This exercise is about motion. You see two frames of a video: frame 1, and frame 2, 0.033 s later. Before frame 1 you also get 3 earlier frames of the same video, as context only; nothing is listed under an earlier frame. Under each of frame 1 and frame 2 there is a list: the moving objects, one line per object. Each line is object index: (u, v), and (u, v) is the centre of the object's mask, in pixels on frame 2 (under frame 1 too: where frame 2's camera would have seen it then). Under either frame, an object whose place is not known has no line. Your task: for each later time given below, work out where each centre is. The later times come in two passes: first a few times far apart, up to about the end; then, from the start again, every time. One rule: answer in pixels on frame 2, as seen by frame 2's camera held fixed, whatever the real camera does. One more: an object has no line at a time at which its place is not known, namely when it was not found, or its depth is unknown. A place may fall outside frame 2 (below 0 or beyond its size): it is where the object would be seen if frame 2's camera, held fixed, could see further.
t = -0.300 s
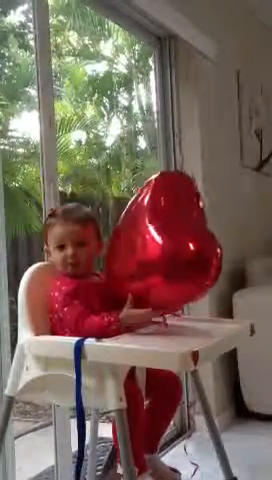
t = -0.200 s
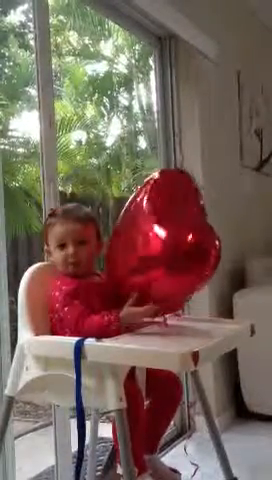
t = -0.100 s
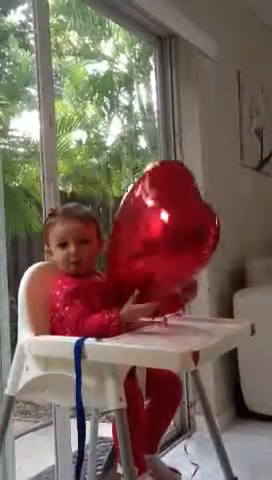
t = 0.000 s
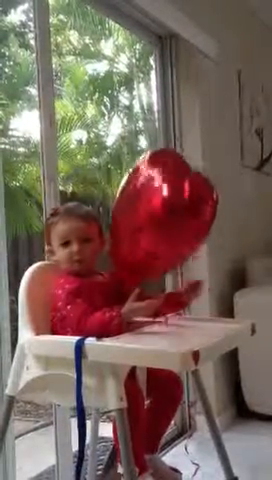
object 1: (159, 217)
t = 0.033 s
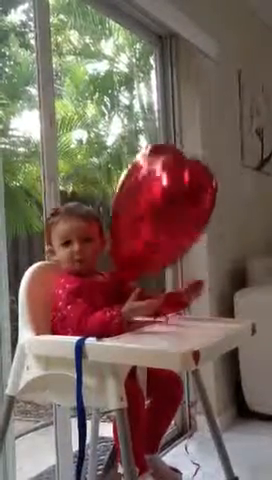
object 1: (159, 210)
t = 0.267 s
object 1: (161, 134)
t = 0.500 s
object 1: (163, 50)
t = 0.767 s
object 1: (172, 55)
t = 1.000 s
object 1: (175, 57)
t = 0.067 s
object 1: (159, 203)
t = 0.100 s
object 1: (158, 196)
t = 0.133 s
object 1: (159, 186)
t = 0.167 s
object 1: (159, 175)
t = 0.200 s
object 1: (158, 164)
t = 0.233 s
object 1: (160, 148)
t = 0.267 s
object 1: (161, 134)
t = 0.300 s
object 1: (160, 120)
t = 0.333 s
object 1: (161, 104)
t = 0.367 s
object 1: (162, 85)
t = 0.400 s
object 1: (162, 72)
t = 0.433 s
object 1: (162, 61)
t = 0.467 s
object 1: (162, 56)
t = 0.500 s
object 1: (163, 50)
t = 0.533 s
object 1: (163, 46)
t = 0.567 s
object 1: (164, 40)
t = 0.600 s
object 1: (166, 44)
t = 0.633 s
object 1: (168, 45)
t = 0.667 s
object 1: (170, 49)
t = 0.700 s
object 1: (171, 51)
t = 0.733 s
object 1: (171, 52)
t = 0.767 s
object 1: (172, 55)
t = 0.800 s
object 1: (173, 57)
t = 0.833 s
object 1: (173, 59)
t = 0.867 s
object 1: (174, 59)
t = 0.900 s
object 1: (175, 59)
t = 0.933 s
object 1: (175, 60)
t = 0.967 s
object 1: (175, 57)
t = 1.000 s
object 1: (175, 57)
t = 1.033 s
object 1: (175, 57)
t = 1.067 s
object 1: (176, 60)
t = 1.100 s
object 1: (176, 65)
